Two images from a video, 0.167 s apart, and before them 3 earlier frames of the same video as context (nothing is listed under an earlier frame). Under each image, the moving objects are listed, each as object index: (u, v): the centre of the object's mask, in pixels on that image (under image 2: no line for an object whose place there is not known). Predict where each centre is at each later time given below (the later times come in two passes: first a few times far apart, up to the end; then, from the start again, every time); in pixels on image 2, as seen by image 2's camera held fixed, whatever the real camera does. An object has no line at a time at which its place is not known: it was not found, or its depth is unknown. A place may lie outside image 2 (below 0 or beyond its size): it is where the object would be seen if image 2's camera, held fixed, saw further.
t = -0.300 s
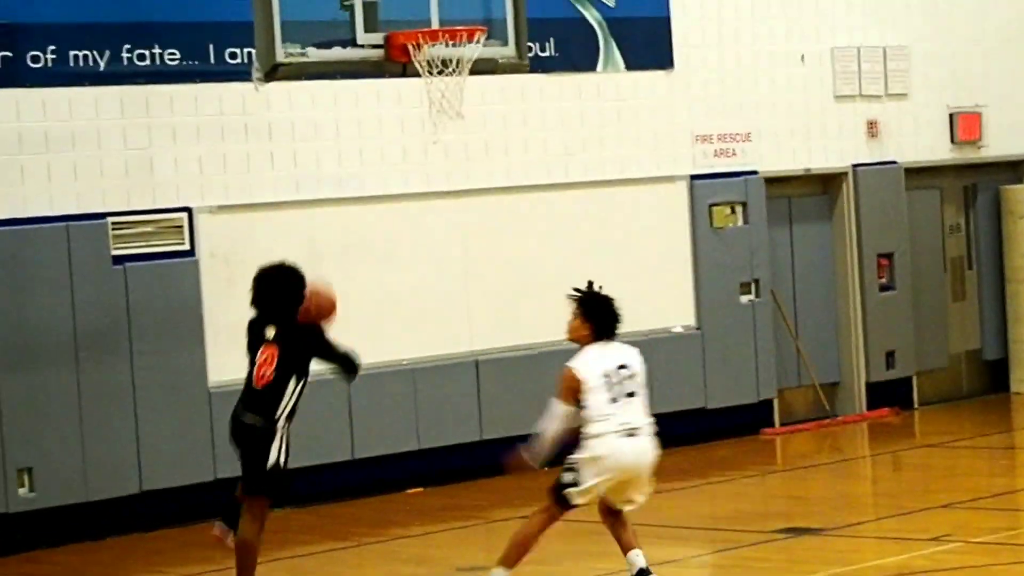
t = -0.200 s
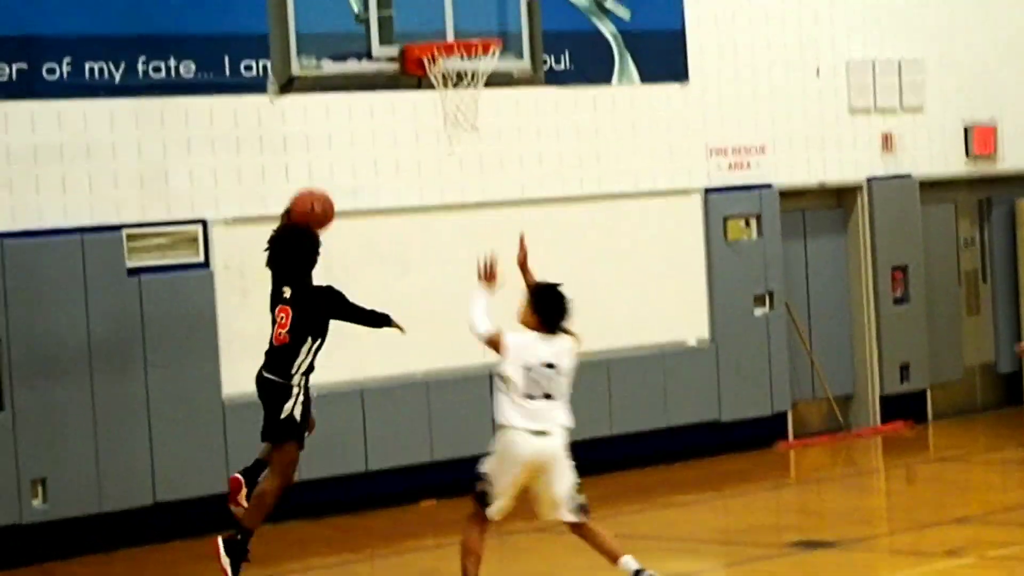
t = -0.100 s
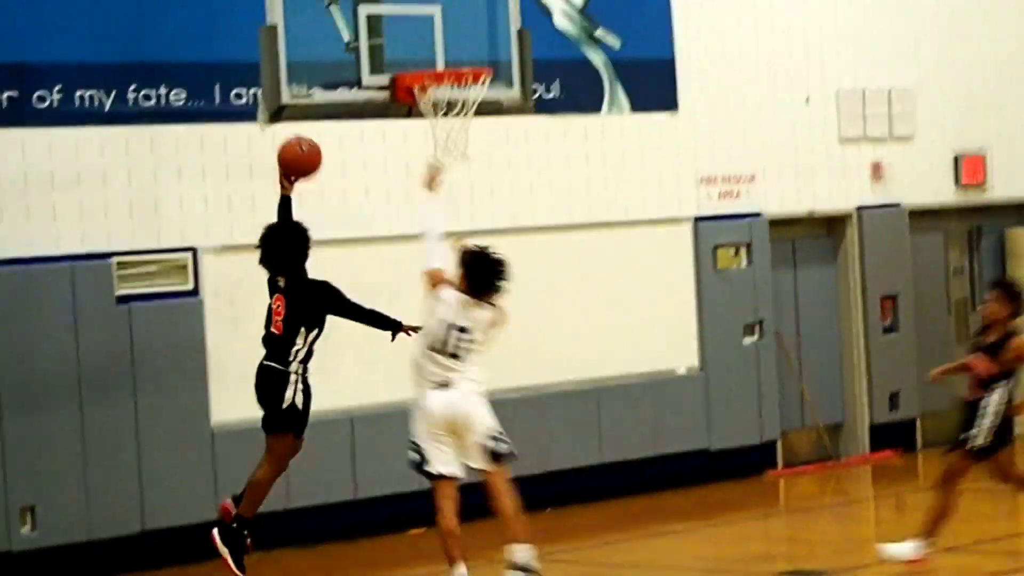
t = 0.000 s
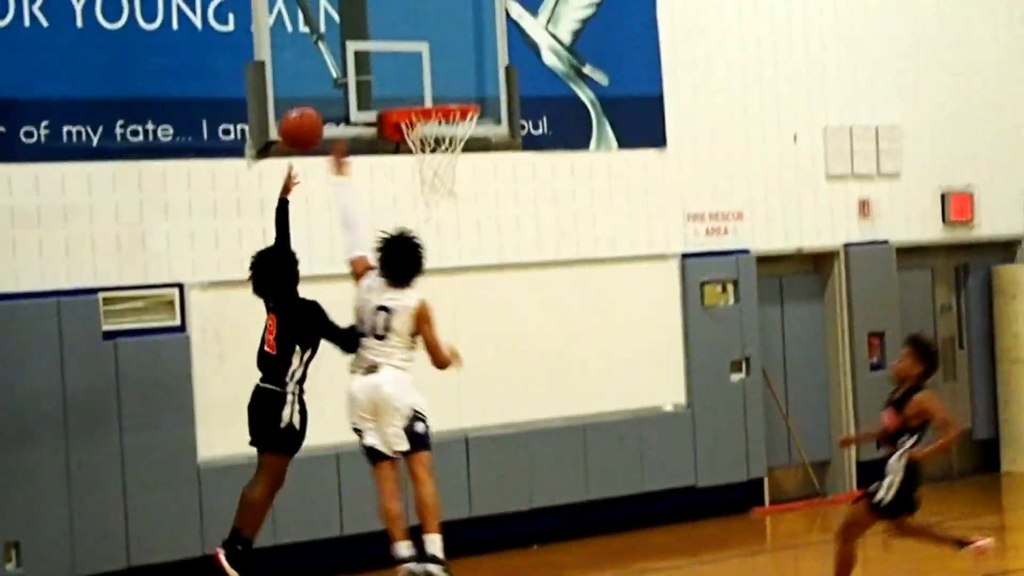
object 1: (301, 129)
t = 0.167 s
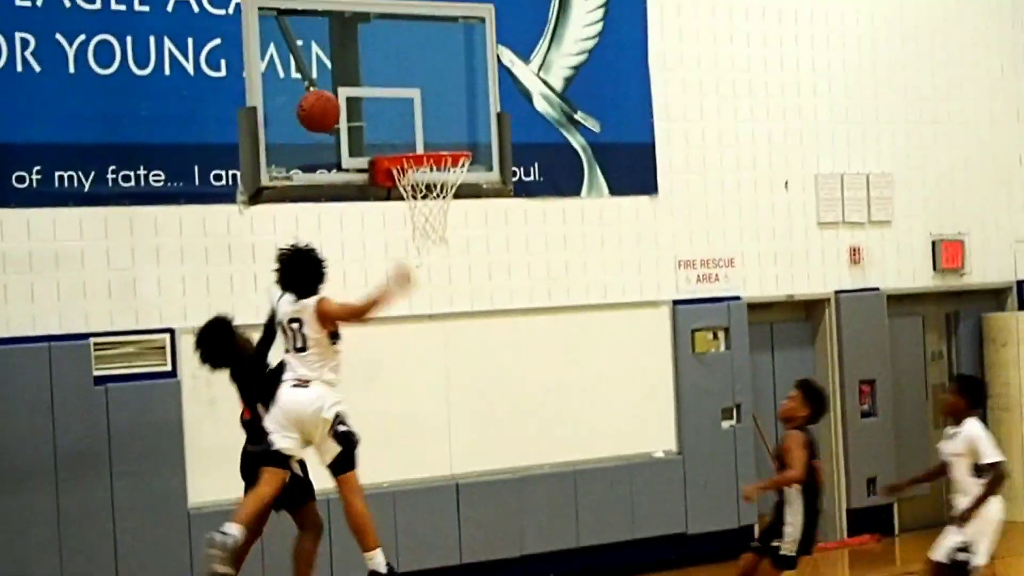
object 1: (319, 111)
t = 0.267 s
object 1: (336, 98)
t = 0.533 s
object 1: (397, 117)
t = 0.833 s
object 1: (467, 215)
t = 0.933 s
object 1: (471, 238)
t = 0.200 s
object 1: (321, 108)
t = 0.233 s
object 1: (327, 103)
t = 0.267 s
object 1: (336, 98)
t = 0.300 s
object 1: (338, 97)
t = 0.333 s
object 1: (344, 98)
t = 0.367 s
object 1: (353, 102)
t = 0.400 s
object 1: (357, 101)
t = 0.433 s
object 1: (367, 103)
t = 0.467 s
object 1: (377, 106)
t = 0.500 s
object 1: (387, 110)
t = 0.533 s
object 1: (397, 117)
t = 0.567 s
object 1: (407, 125)
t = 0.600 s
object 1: (417, 135)
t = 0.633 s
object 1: (427, 141)
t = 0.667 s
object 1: (436, 159)
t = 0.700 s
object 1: (447, 177)
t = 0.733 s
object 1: (455, 189)
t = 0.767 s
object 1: (460, 197)
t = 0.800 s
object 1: (464, 202)
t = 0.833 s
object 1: (467, 215)
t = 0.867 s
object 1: (468, 218)
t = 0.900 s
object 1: (469, 226)
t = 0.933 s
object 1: (471, 238)
